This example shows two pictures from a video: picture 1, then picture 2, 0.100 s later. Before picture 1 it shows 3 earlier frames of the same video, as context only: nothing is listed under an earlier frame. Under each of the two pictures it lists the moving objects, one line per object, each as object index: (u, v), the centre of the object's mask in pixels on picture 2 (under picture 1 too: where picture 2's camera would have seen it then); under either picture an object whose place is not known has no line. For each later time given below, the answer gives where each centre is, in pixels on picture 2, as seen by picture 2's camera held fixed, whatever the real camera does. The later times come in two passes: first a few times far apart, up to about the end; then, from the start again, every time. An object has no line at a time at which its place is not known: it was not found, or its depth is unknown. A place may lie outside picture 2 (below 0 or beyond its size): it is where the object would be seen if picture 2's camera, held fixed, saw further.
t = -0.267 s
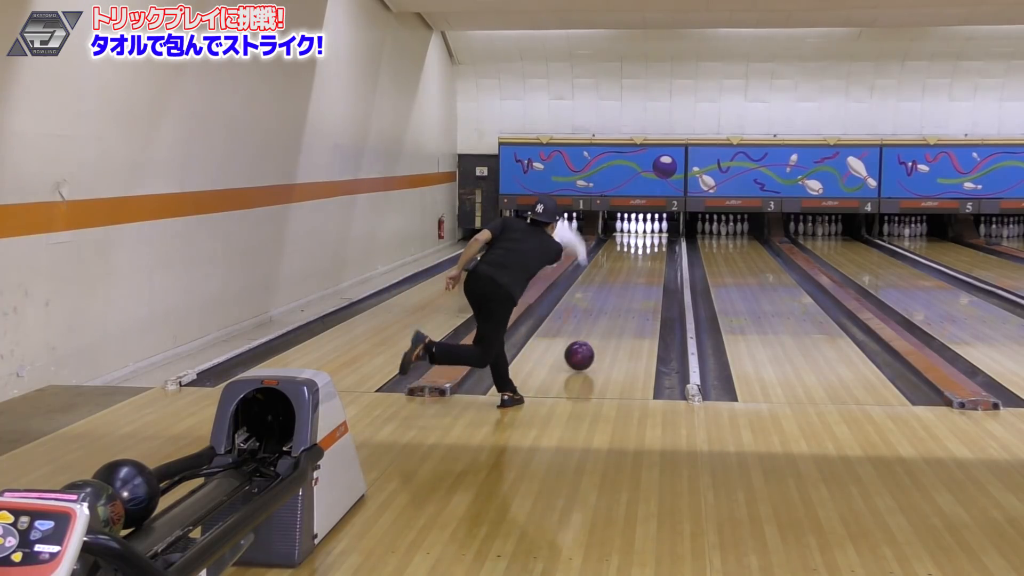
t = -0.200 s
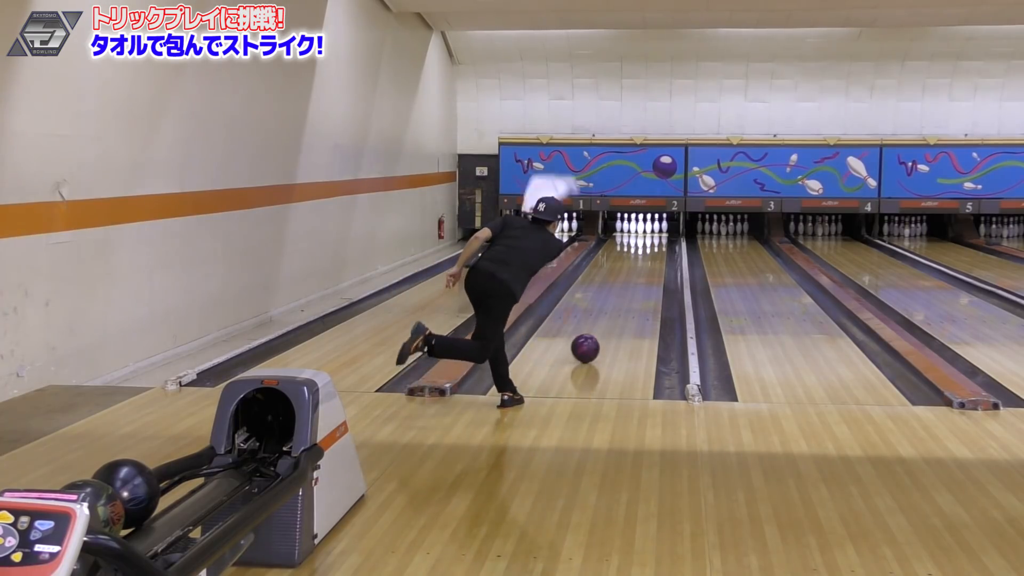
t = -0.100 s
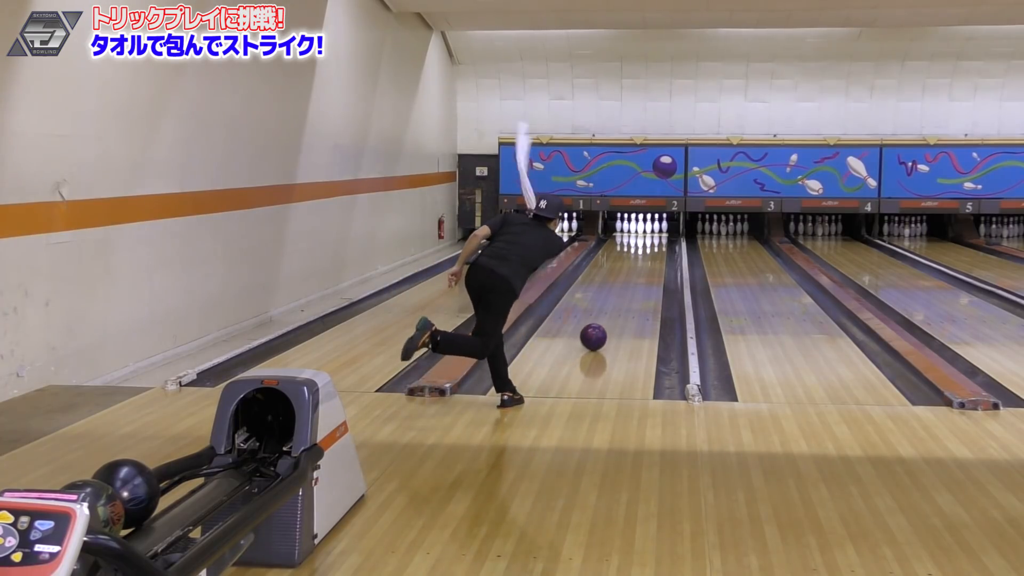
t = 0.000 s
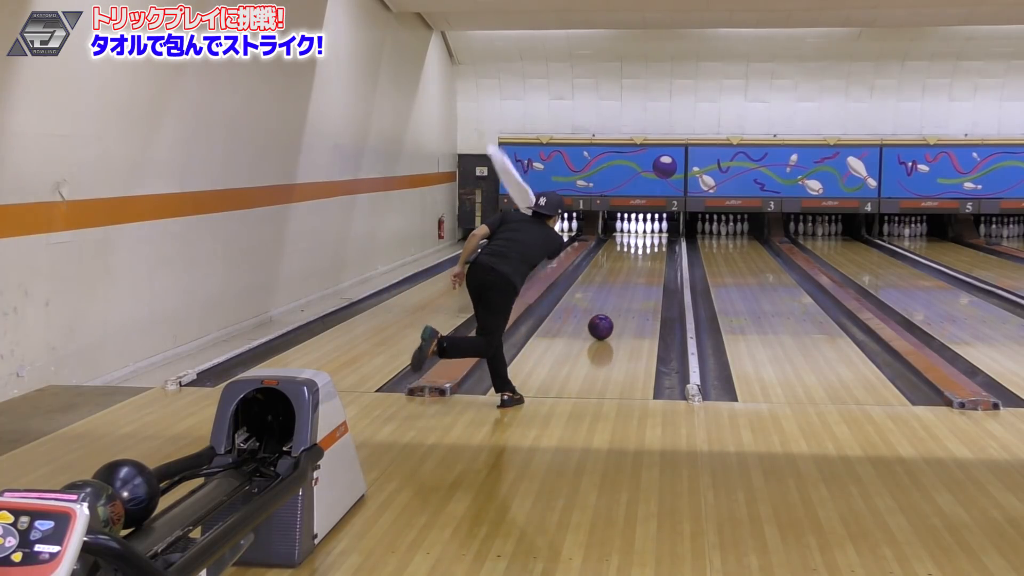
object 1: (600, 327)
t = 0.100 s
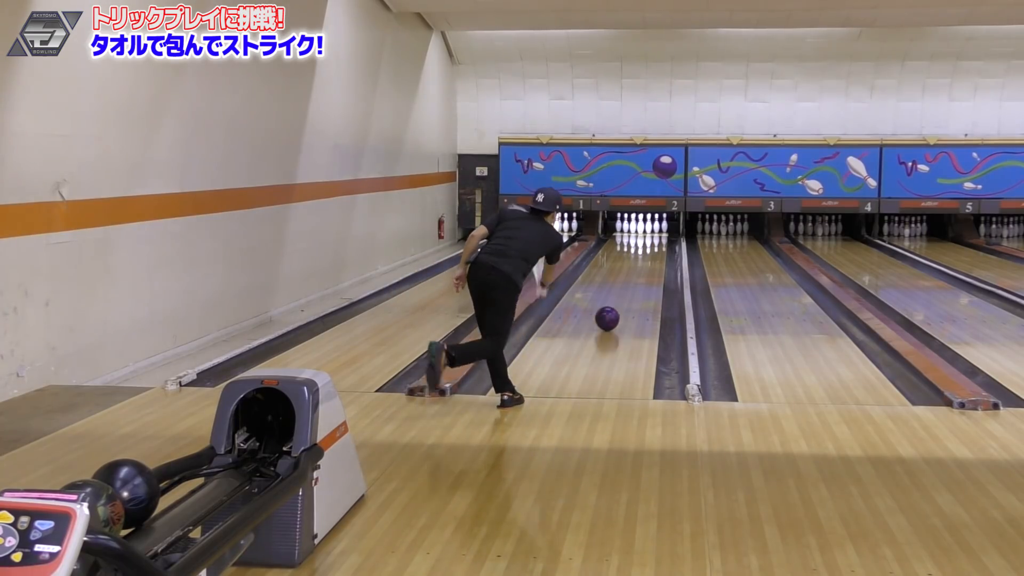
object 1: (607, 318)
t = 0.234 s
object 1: (615, 308)
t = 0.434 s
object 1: (624, 295)
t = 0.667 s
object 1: (633, 282)
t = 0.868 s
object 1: (640, 273)
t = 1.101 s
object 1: (646, 264)
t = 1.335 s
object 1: (651, 257)
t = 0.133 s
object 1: (609, 316)
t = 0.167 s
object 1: (611, 313)
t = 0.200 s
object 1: (613, 311)
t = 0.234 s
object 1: (615, 308)
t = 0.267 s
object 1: (616, 306)
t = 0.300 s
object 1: (618, 303)
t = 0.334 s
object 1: (620, 301)
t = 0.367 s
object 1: (621, 299)
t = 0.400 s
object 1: (623, 297)
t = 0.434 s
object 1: (624, 295)
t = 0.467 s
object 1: (626, 293)
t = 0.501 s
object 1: (627, 291)
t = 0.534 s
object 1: (628, 289)
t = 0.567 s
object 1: (630, 287)
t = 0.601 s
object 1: (631, 285)
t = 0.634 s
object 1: (632, 284)
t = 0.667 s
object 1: (633, 282)
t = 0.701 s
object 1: (635, 281)
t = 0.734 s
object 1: (636, 279)
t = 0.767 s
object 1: (637, 278)
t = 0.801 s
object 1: (638, 276)
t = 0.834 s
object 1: (639, 275)
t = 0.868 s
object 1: (640, 273)
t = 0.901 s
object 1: (641, 272)
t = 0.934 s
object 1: (642, 271)
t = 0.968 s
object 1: (643, 269)
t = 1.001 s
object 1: (643, 268)
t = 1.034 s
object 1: (644, 267)
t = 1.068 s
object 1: (645, 266)
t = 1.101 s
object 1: (646, 264)
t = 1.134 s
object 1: (647, 263)
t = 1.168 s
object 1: (647, 262)
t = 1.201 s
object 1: (648, 261)
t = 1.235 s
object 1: (649, 260)
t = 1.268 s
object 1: (649, 259)
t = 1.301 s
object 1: (650, 258)
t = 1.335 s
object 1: (651, 257)
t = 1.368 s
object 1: (651, 256)
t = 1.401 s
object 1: (652, 255)
